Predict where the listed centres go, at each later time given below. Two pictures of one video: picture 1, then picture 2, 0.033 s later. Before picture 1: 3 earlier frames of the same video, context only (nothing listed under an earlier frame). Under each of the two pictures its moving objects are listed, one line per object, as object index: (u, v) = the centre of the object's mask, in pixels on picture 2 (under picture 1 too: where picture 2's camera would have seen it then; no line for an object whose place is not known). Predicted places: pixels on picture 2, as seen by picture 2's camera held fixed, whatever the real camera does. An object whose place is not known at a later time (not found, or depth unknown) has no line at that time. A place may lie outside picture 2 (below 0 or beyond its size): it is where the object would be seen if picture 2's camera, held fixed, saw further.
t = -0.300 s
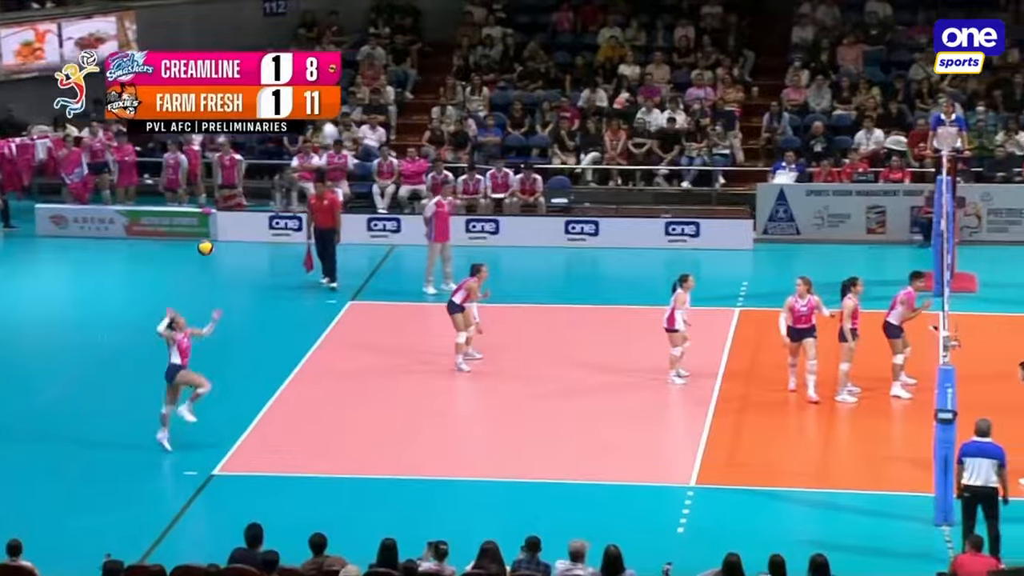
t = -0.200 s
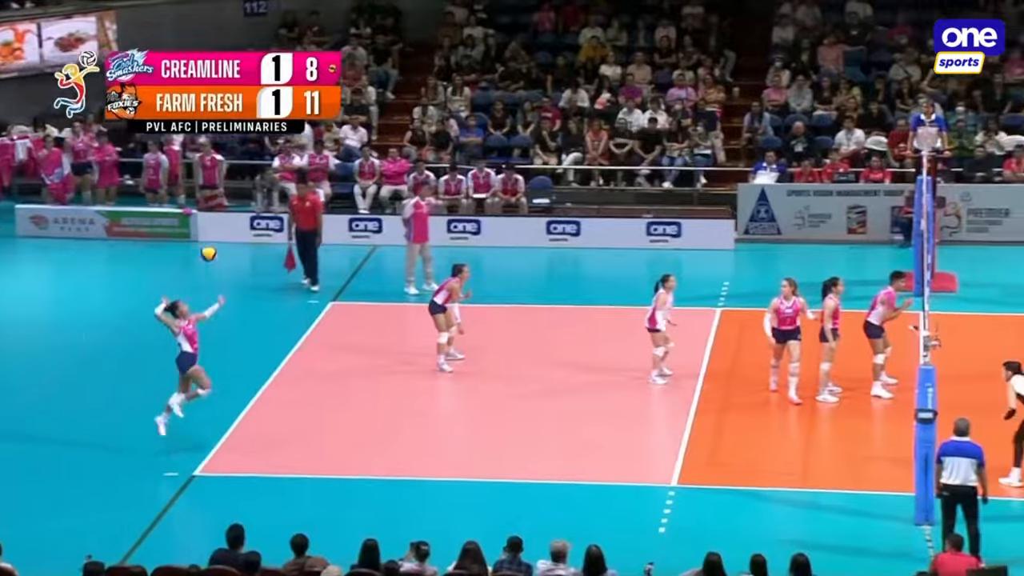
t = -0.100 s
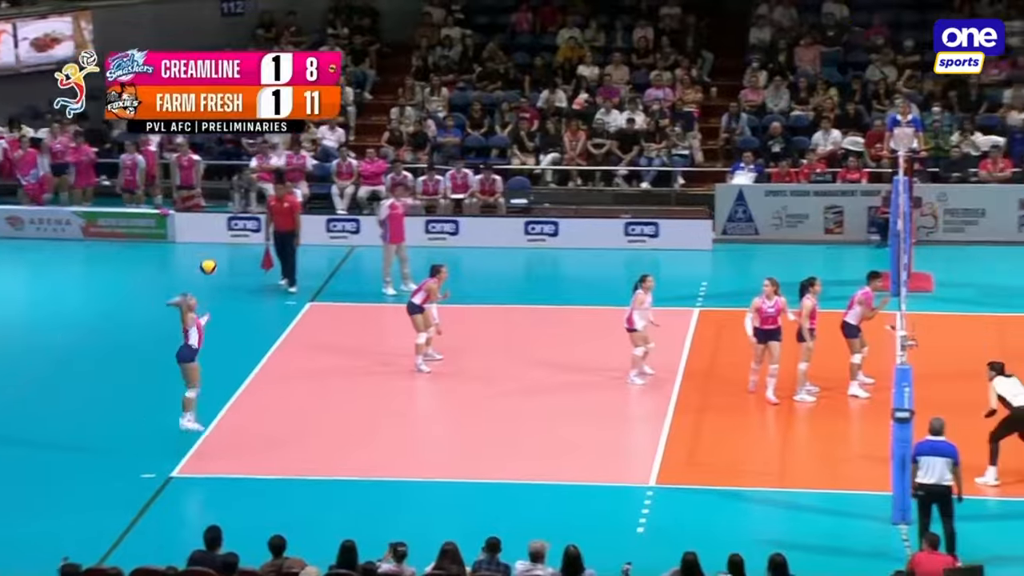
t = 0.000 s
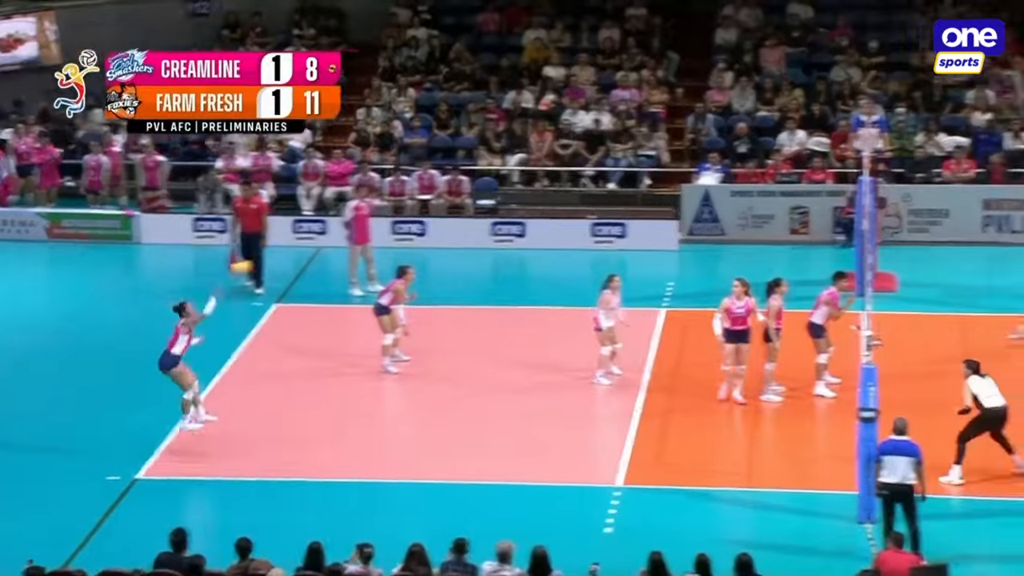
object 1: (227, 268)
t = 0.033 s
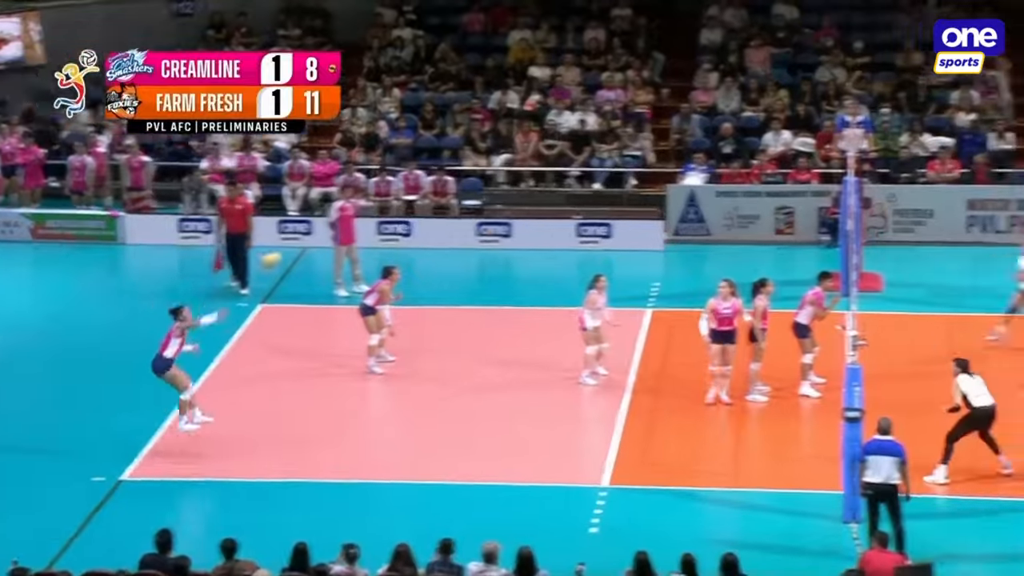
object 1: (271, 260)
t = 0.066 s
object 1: (313, 251)
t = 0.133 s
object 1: (399, 237)
